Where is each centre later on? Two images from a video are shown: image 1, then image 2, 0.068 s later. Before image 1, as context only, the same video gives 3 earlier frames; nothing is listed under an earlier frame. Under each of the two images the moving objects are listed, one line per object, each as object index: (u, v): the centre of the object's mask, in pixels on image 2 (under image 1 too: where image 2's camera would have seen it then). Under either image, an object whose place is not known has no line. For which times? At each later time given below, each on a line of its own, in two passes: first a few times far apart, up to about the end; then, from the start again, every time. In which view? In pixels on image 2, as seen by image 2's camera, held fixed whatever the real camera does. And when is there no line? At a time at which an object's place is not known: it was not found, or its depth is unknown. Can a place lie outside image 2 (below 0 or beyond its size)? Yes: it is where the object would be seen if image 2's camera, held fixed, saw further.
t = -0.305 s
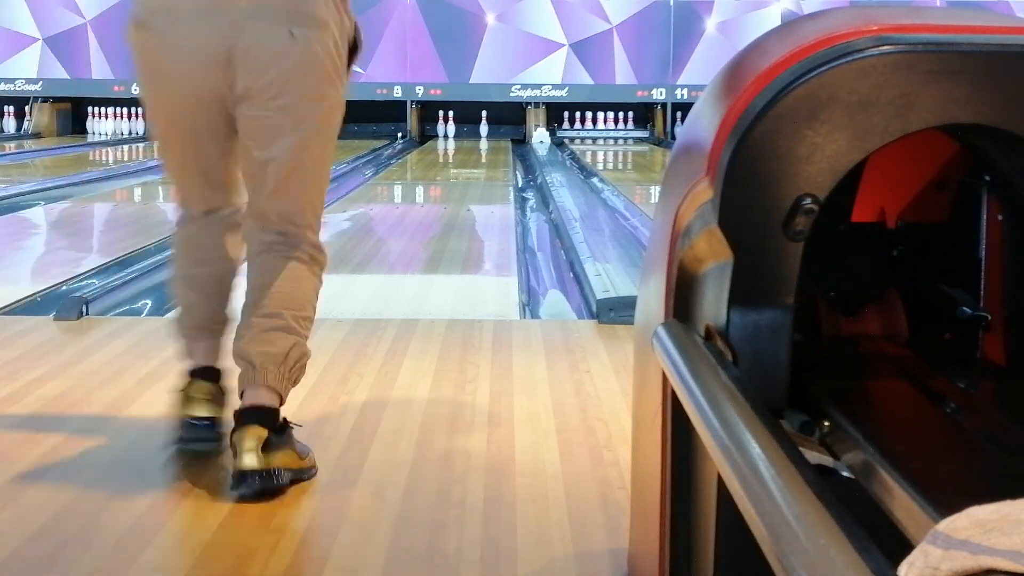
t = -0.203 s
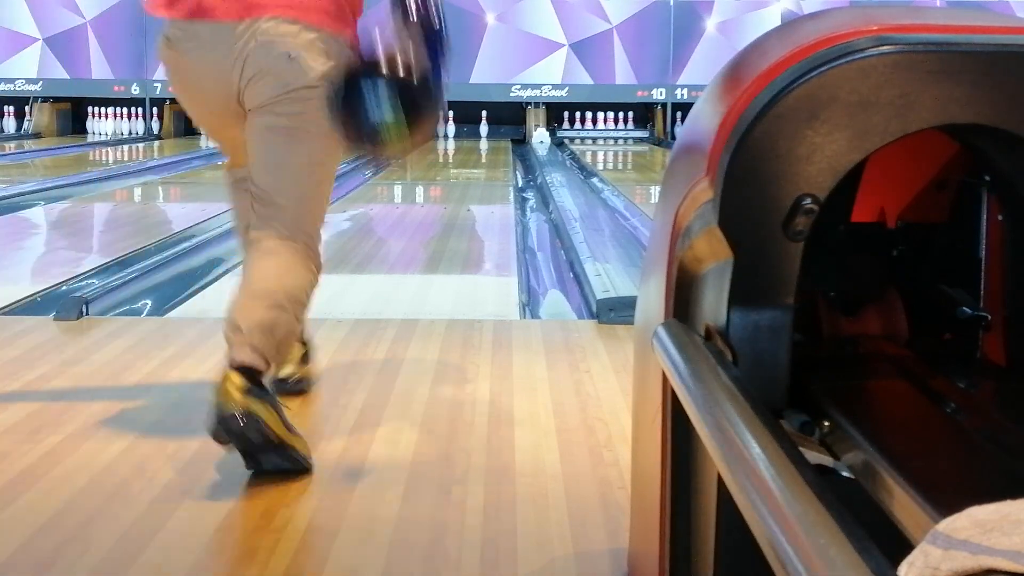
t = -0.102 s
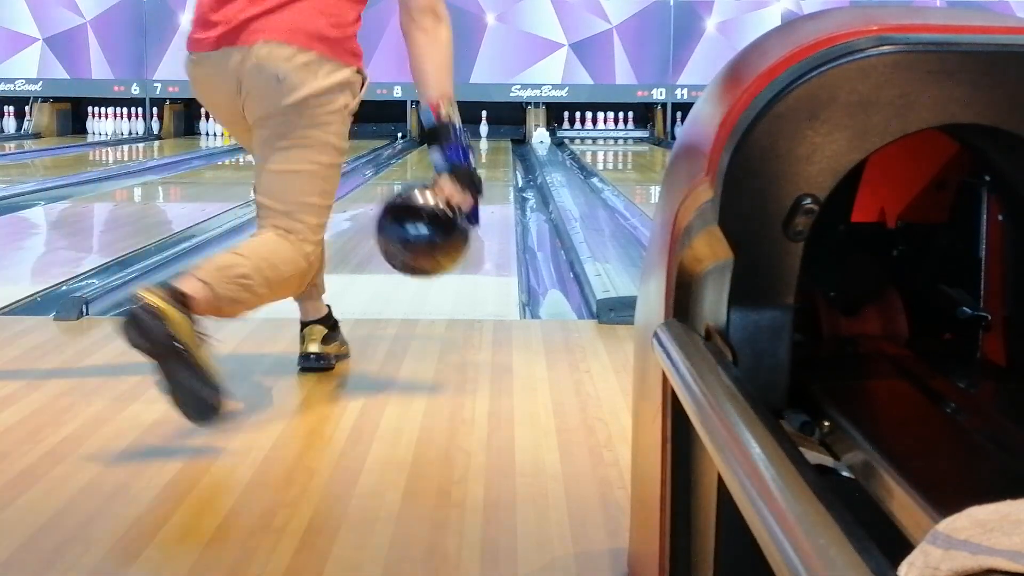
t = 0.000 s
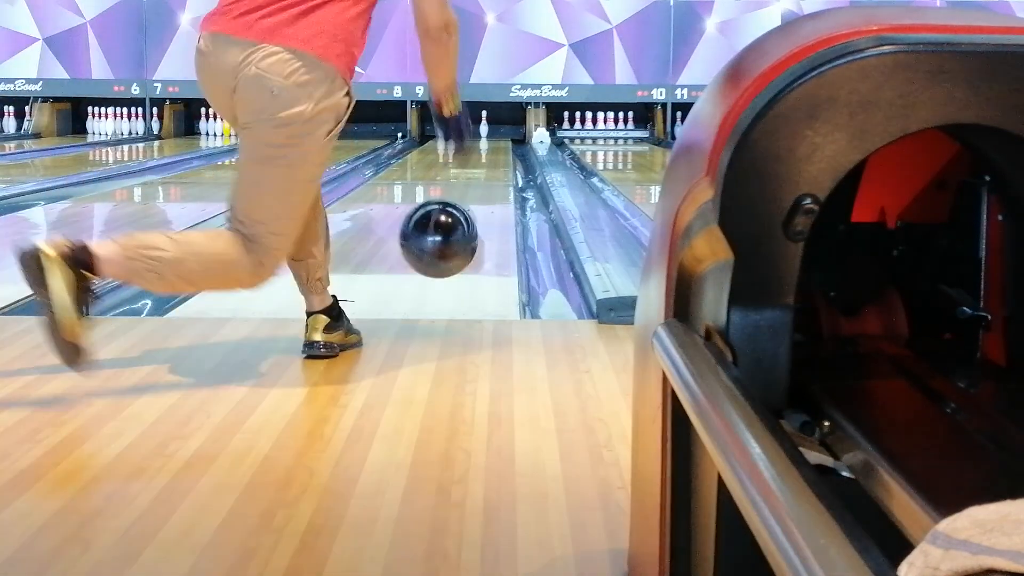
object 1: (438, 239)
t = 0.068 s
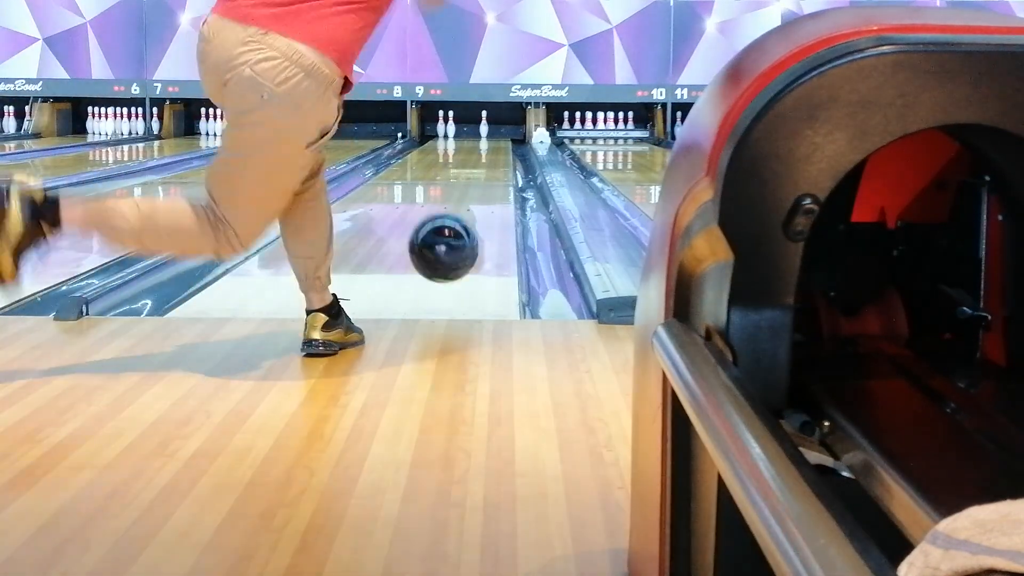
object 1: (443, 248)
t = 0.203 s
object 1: (450, 238)
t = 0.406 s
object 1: (457, 211)
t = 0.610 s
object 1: (461, 190)
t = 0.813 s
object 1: (464, 176)
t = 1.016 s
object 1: (465, 165)
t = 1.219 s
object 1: (467, 157)
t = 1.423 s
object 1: (467, 149)
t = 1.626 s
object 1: (467, 143)
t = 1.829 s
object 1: (467, 139)
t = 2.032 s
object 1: (467, 136)
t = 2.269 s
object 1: (466, 132)
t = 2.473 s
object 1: (463, 131)
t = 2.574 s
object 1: (466, 132)
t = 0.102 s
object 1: (445, 257)
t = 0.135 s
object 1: (447, 256)
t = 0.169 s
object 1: (449, 245)
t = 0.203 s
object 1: (450, 238)
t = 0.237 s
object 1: (451, 235)
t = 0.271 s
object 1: (453, 230)
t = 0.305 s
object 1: (454, 225)
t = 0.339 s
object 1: (455, 220)
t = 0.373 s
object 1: (456, 215)
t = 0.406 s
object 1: (457, 211)
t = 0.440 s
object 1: (458, 207)
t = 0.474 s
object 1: (459, 203)
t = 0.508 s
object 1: (459, 200)
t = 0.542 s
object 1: (460, 196)
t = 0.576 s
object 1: (460, 193)
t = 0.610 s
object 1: (461, 190)
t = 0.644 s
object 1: (462, 187)
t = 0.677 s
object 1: (462, 185)
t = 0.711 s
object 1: (463, 183)
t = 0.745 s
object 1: (463, 180)
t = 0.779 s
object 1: (464, 178)
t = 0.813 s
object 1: (464, 176)
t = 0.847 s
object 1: (464, 174)
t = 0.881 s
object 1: (464, 172)
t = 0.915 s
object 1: (464, 170)
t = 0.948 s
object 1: (465, 168)
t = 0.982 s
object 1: (465, 166)
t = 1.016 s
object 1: (465, 165)
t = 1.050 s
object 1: (465, 164)
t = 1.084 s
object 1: (466, 162)
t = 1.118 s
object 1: (466, 160)
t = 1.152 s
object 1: (466, 159)
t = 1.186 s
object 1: (466, 158)
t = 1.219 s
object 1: (467, 157)
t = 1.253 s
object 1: (467, 155)
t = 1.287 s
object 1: (467, 154)
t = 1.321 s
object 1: (466, 153)
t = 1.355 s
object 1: (467, 151)
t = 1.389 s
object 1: (467, 150)
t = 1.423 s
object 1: (467, 149)
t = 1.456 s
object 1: (467, 148)
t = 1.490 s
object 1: (467, 147)
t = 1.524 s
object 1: (468, 146)
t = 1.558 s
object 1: (467, 145)
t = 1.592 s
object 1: (467, 145)
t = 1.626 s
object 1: (467, 143)
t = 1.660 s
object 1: (468, 143)
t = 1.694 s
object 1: (467, 142)
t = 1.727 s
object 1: (467, 141)
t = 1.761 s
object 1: (467, 140)
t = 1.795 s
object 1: (467, 140)
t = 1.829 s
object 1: (467, 139)
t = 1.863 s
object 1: (467, 138)
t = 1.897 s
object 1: (466, 137)
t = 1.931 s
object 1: (466, 137)
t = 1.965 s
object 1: (467, 136)
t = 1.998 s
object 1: (467, 136)
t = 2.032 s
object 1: (467, 136)
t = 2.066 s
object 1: (466, 135)
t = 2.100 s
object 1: (466, 135)
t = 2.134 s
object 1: (465, 134)
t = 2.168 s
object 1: (464, 134)
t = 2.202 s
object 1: (464, 134)
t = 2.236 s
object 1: (464, 133)
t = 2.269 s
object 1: (466, 132)
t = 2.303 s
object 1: (465, 132)
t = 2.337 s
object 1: (464, 131)
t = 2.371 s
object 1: (462, 132)
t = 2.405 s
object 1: (462, 132)
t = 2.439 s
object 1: (461, 132)
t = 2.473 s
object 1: (463, 131)
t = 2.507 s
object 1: (464, 130)
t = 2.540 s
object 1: (464, 130)
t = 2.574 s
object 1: (466, 132)
